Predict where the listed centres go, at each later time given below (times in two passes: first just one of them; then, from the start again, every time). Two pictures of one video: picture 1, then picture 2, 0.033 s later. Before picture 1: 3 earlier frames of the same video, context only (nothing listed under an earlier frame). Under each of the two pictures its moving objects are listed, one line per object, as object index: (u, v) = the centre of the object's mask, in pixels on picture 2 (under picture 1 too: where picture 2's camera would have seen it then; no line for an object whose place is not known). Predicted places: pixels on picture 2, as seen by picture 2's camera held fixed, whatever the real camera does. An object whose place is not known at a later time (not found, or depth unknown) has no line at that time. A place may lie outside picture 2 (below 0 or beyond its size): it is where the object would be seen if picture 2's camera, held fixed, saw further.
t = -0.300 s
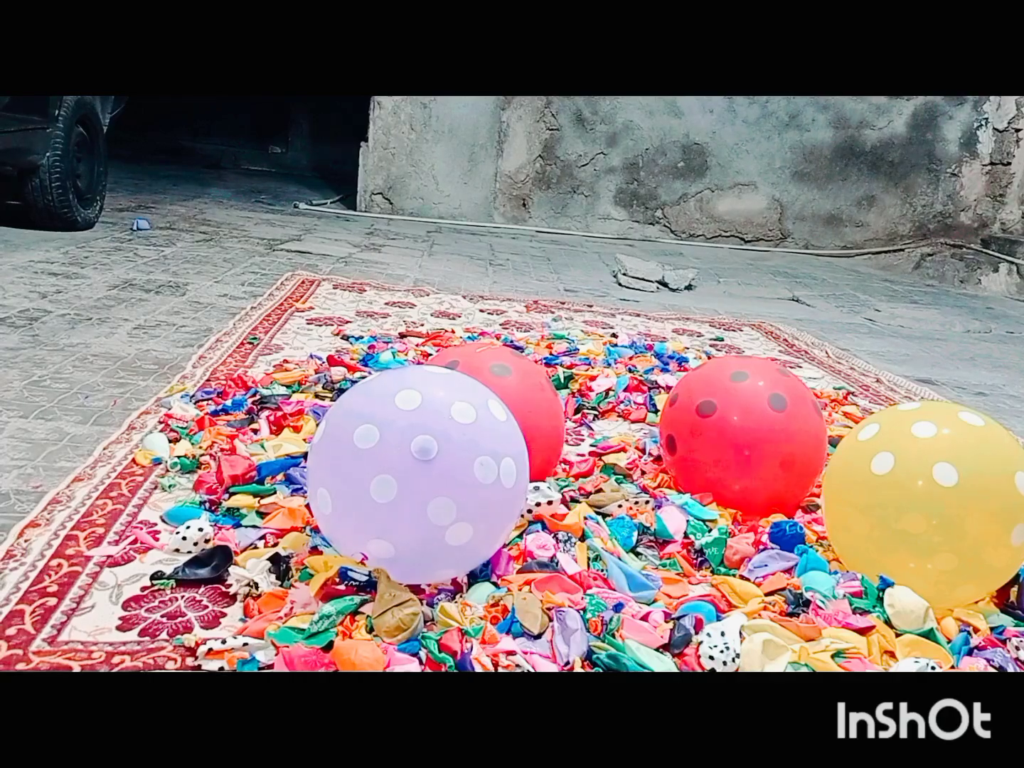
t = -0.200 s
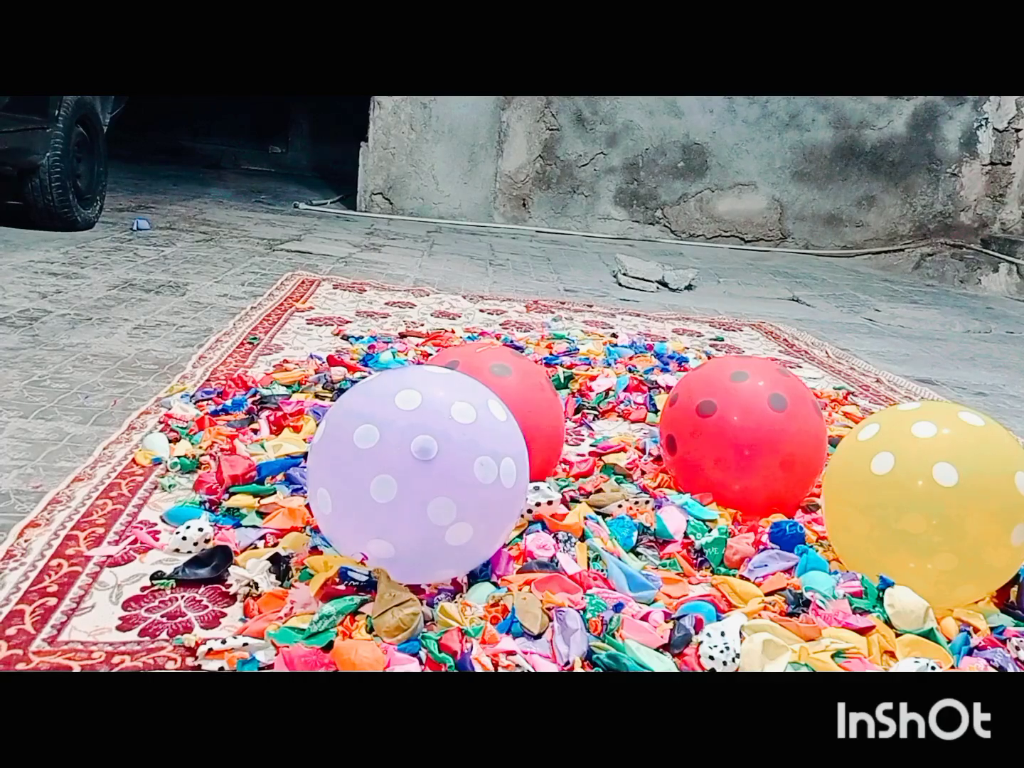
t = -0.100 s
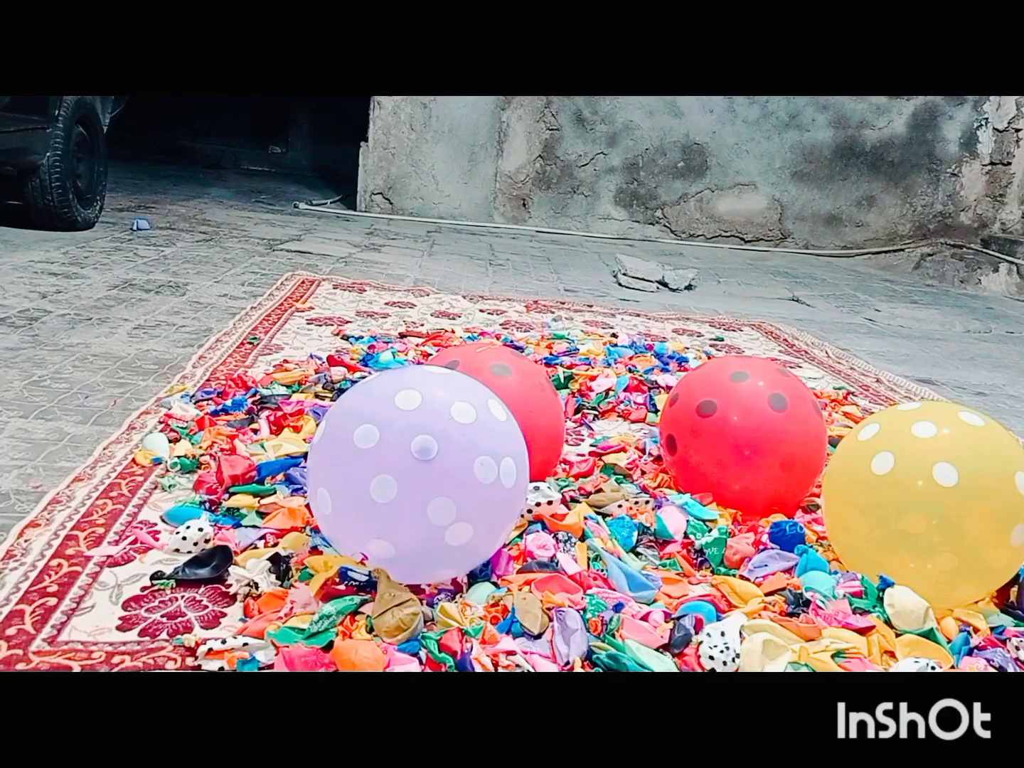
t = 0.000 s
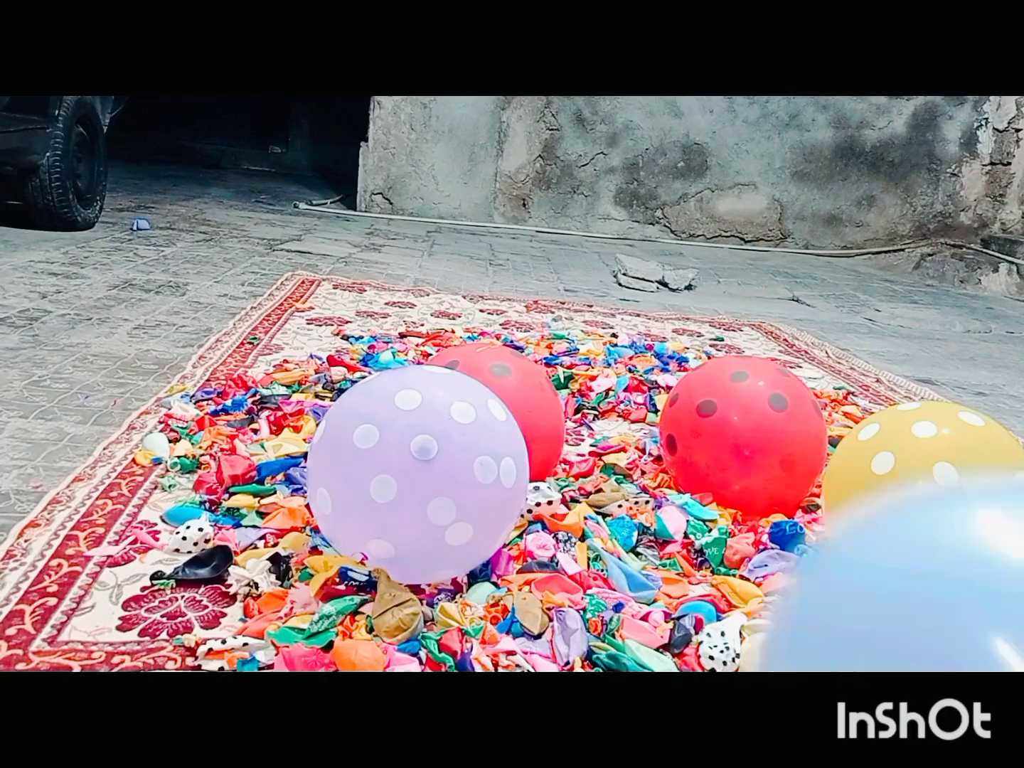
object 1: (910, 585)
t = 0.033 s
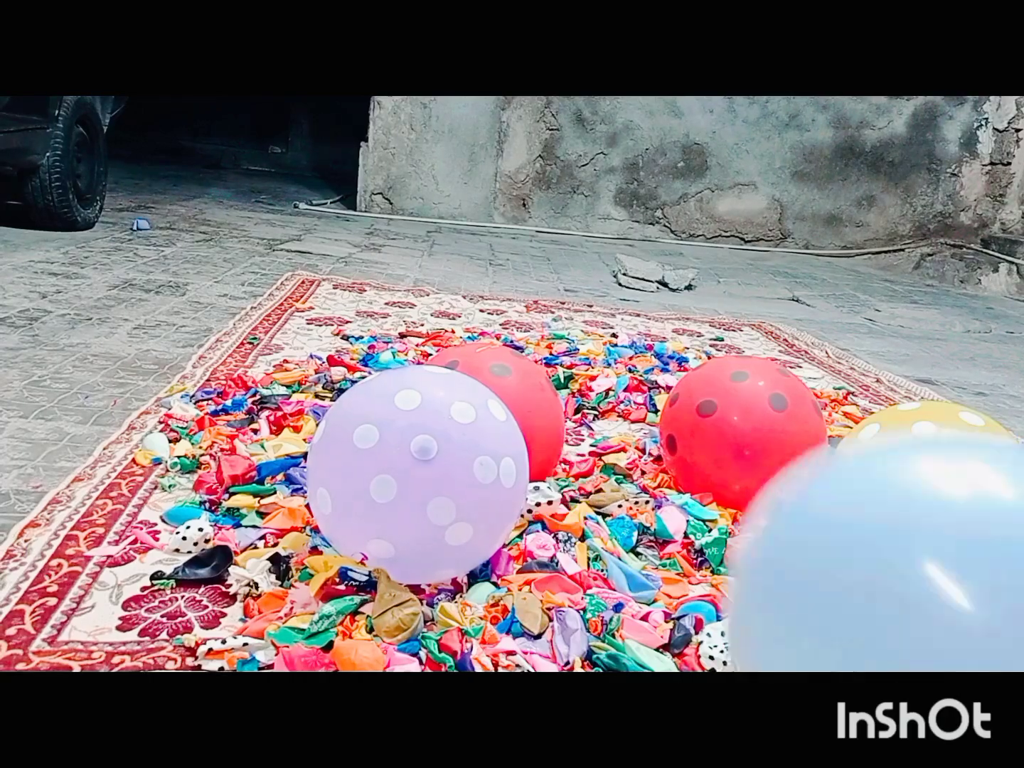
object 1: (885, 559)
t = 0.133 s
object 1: (805, 496)
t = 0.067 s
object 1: (871, 541)
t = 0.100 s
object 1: (846, 521)
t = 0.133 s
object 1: (805, 496)
